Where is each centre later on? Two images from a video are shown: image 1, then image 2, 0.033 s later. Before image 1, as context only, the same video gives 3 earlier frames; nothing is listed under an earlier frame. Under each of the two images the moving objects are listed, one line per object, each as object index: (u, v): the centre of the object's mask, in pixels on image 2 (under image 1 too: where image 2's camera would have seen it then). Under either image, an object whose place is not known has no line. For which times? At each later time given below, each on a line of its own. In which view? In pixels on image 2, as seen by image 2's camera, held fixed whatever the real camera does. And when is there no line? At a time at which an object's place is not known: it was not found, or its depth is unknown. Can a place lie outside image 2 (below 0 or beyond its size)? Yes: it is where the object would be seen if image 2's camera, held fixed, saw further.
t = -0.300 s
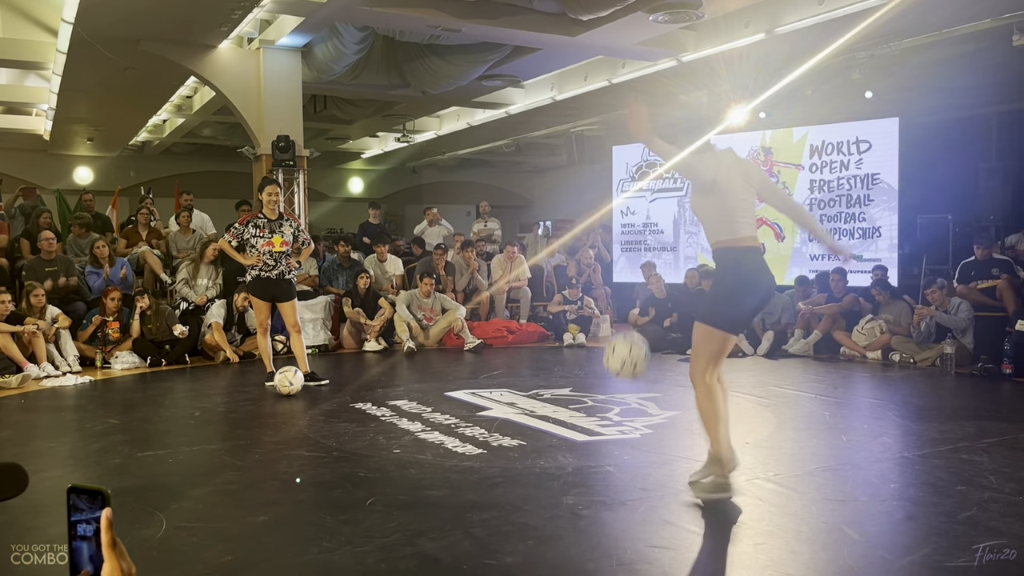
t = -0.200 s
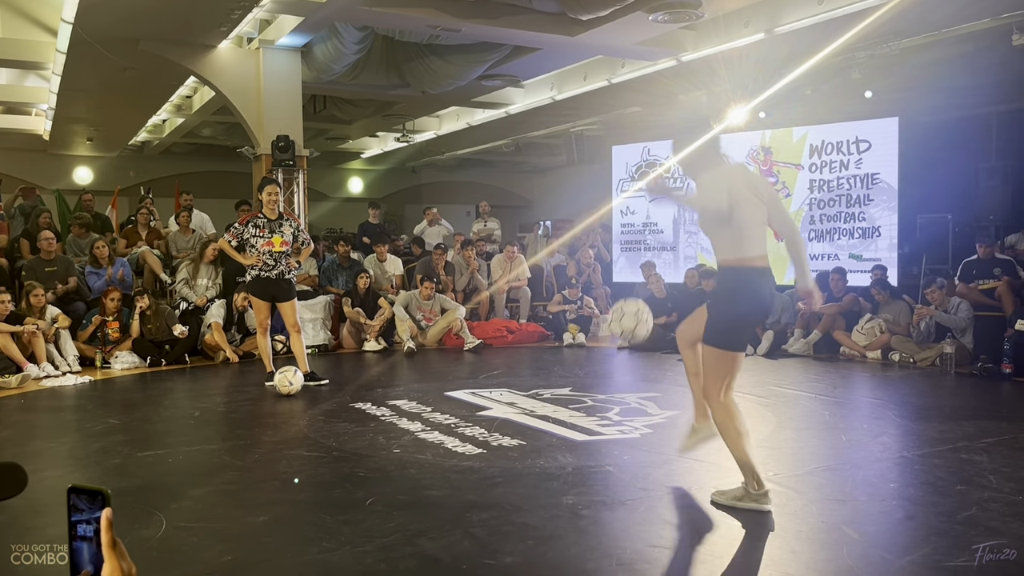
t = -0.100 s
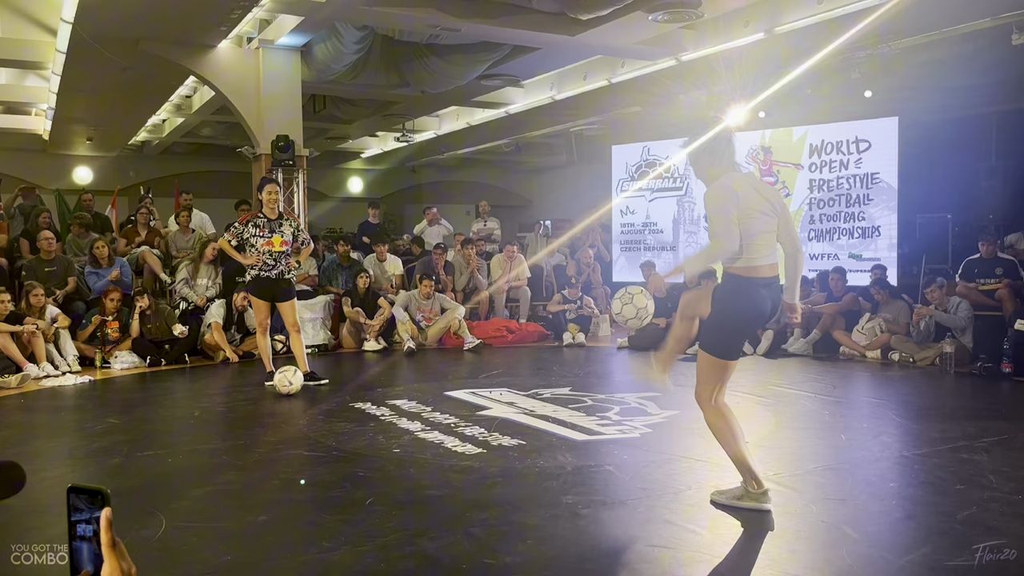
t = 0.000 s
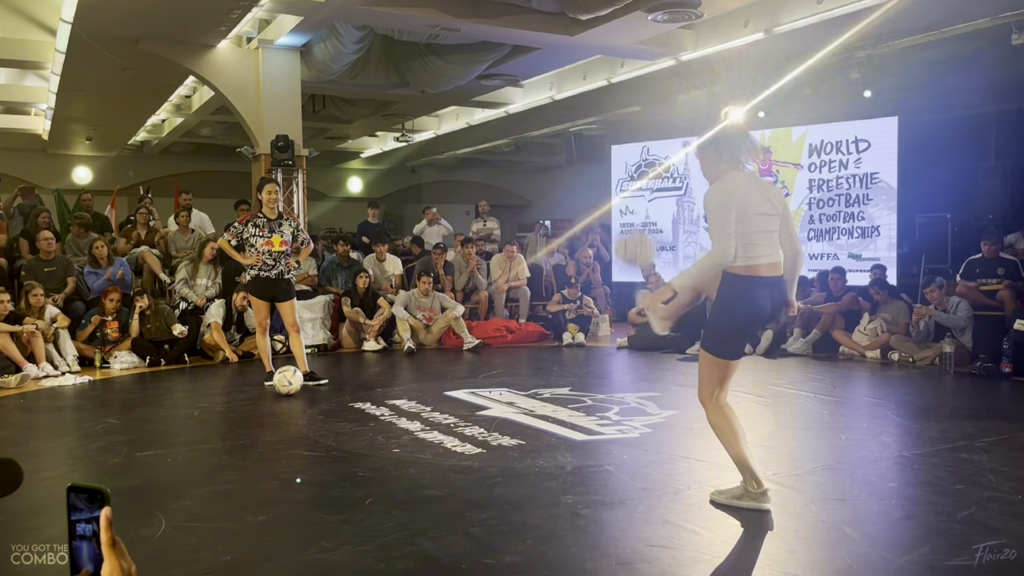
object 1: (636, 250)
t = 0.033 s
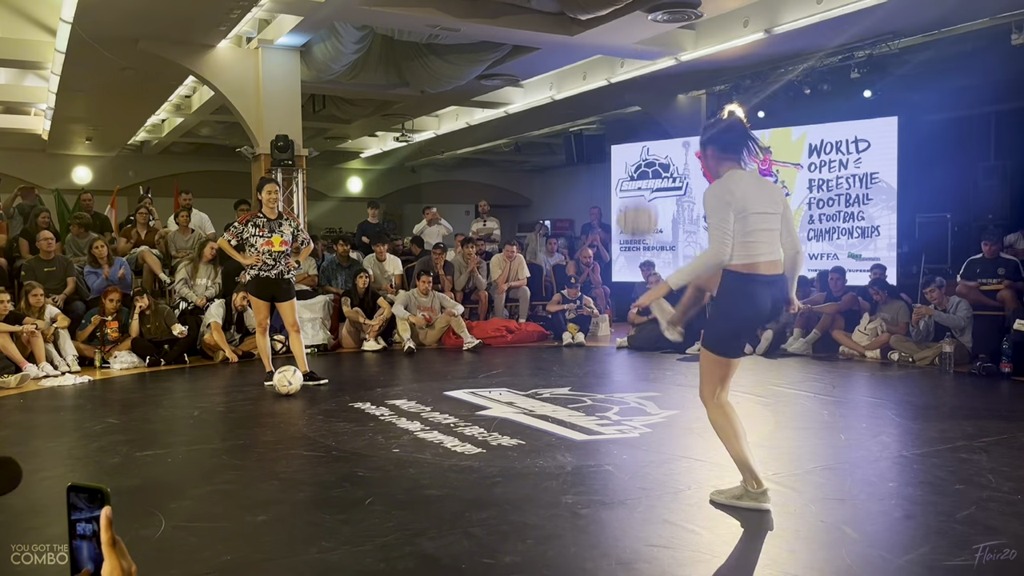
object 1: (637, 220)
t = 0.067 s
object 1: (640, 194)
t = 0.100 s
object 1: (642, 169)
